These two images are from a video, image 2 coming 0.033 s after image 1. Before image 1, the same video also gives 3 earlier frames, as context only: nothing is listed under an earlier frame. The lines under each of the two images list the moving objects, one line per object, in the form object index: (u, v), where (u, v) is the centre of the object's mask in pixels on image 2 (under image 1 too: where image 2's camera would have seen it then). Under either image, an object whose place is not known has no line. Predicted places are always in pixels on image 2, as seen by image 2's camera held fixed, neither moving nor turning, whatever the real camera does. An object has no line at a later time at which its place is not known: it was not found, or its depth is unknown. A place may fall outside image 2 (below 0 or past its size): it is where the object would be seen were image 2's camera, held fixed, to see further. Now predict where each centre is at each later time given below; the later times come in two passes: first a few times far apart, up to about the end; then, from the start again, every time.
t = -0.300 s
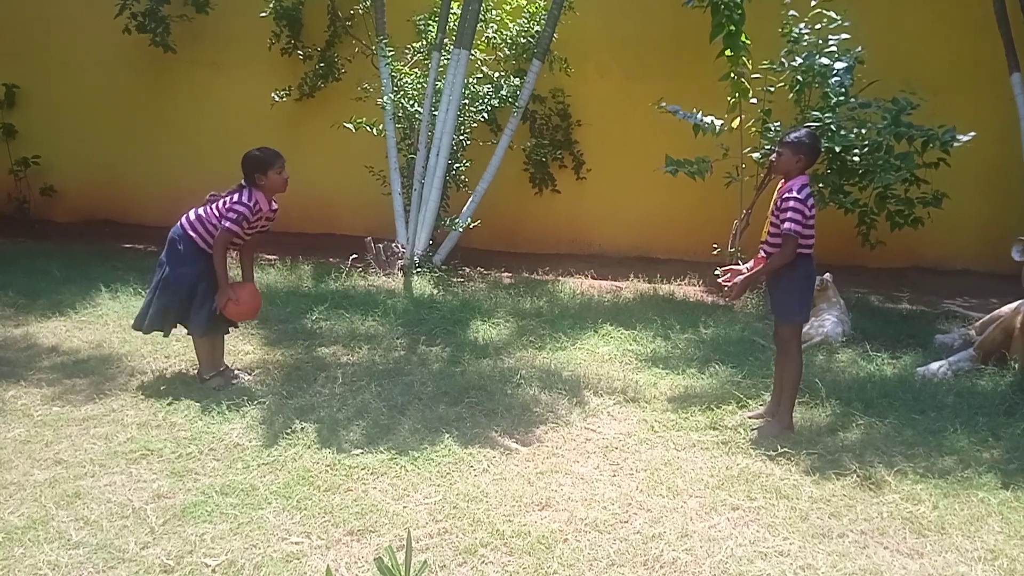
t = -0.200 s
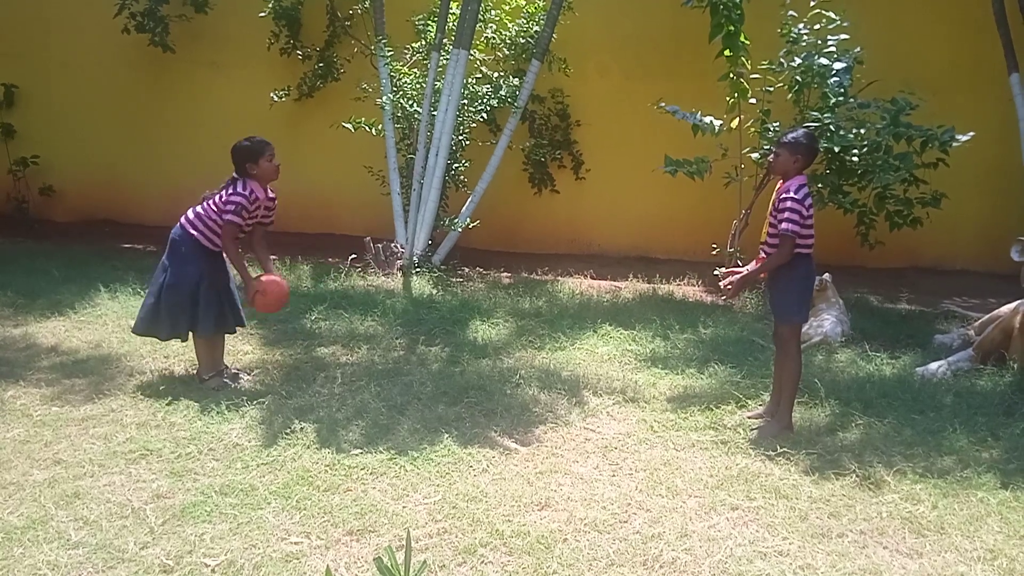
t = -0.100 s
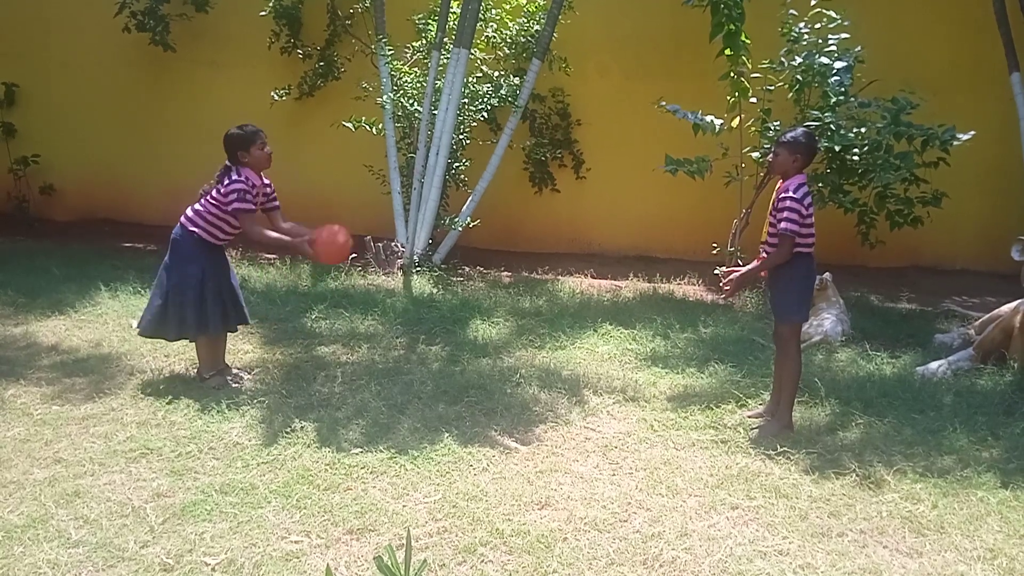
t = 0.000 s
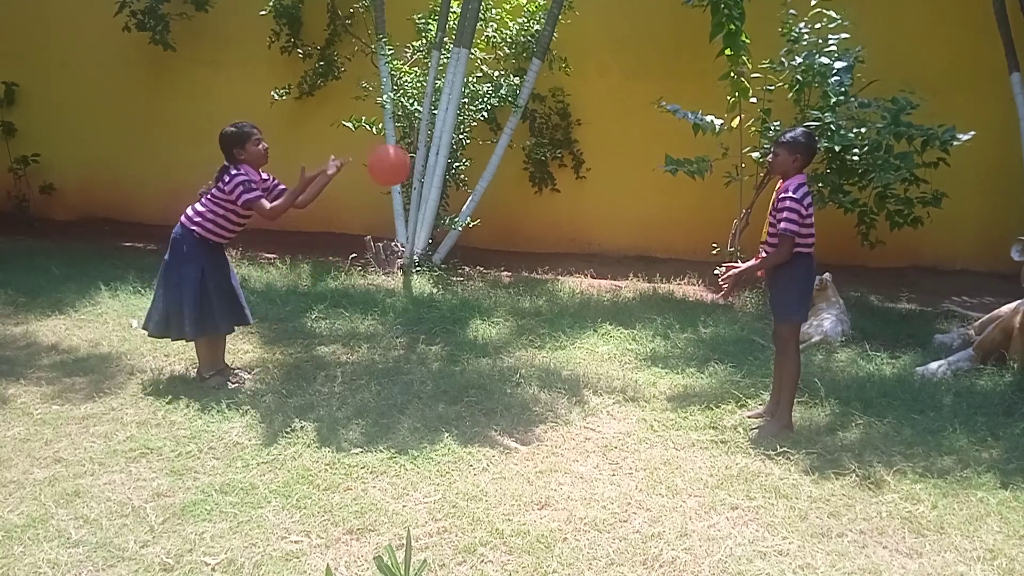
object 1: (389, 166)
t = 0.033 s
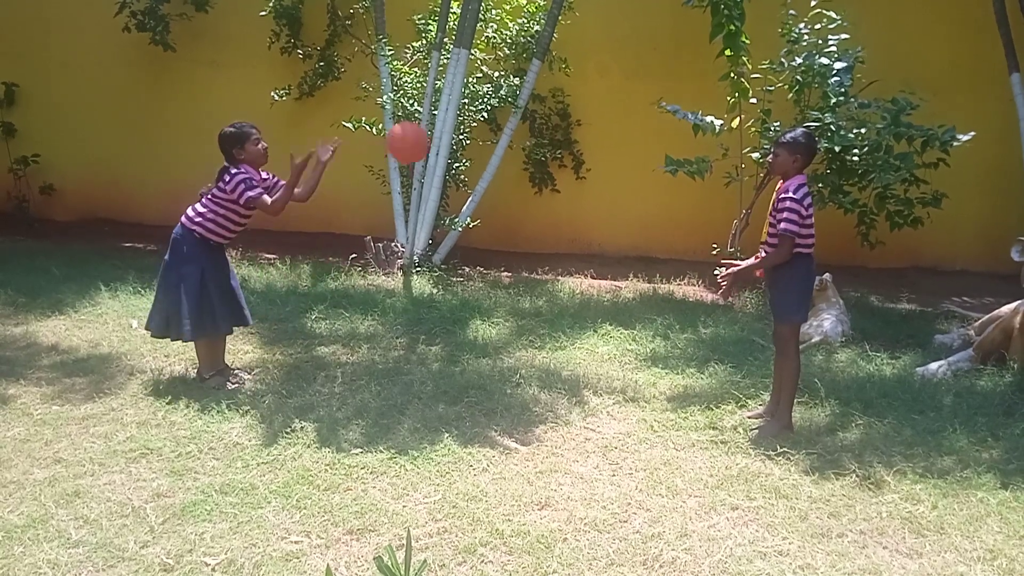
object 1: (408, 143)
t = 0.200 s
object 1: (505, 62)
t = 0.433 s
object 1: (640, 54)
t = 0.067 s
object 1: (427, 122)
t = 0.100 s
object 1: (446, 103)
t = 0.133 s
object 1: (465, 87)
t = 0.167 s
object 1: (486, 73)
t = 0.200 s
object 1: (505, 62)
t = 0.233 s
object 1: (525, 53)
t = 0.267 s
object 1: (543, 46)
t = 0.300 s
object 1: (563, 42)
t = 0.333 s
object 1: (583, 41)
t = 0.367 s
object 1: (602, 42)
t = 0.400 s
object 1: (621, 47)
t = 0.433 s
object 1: (640, 54)
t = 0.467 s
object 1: (659, 63)
